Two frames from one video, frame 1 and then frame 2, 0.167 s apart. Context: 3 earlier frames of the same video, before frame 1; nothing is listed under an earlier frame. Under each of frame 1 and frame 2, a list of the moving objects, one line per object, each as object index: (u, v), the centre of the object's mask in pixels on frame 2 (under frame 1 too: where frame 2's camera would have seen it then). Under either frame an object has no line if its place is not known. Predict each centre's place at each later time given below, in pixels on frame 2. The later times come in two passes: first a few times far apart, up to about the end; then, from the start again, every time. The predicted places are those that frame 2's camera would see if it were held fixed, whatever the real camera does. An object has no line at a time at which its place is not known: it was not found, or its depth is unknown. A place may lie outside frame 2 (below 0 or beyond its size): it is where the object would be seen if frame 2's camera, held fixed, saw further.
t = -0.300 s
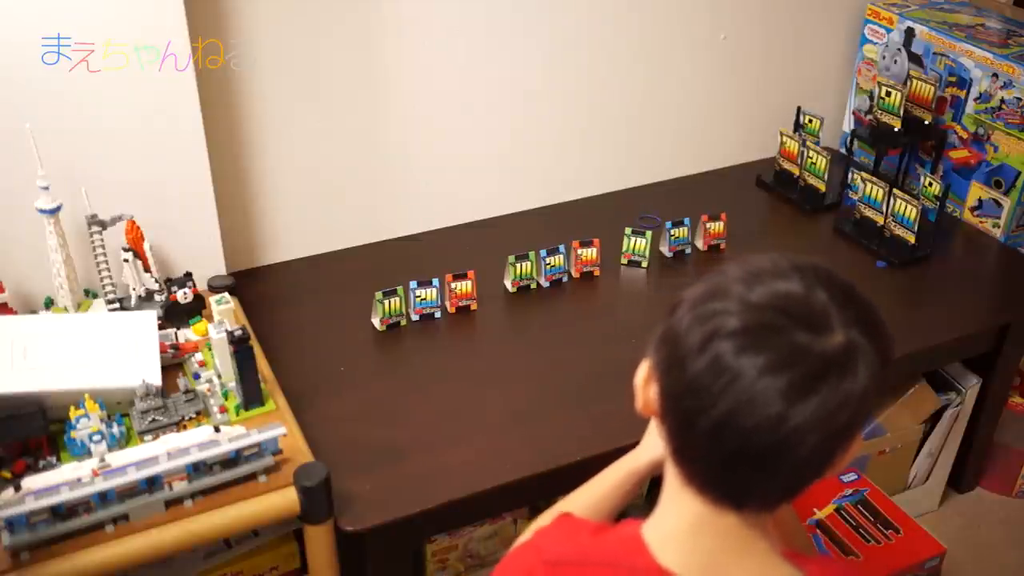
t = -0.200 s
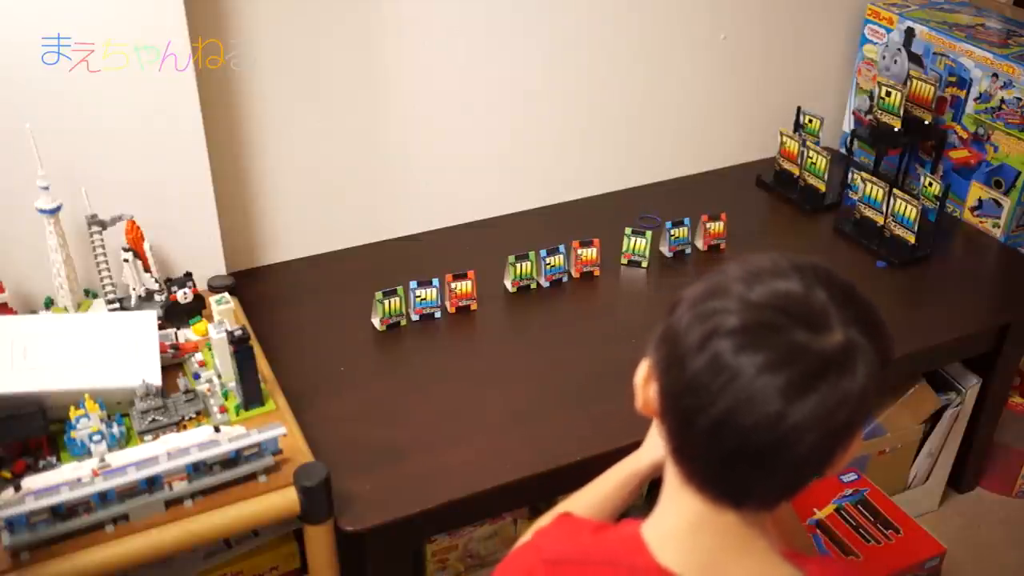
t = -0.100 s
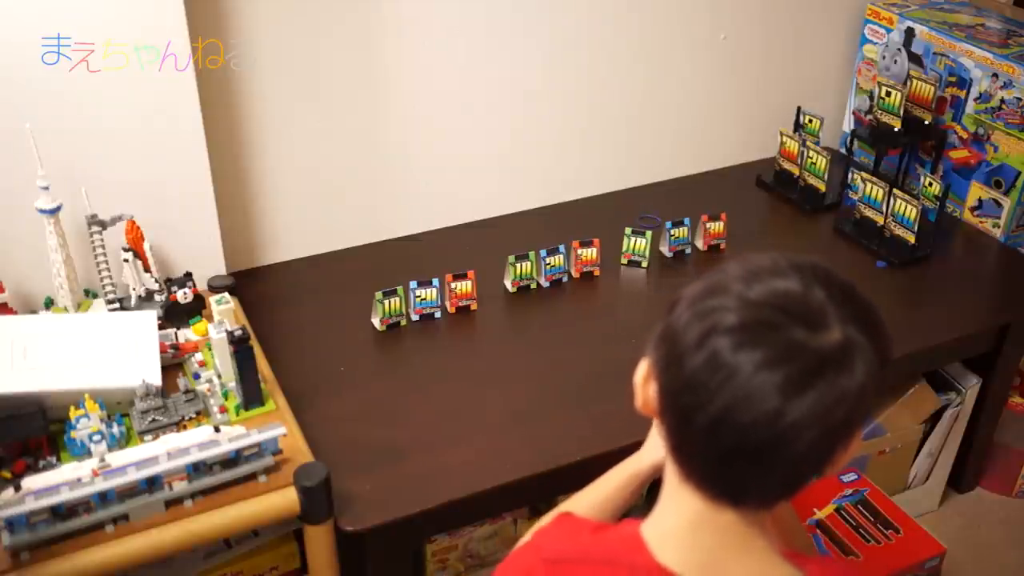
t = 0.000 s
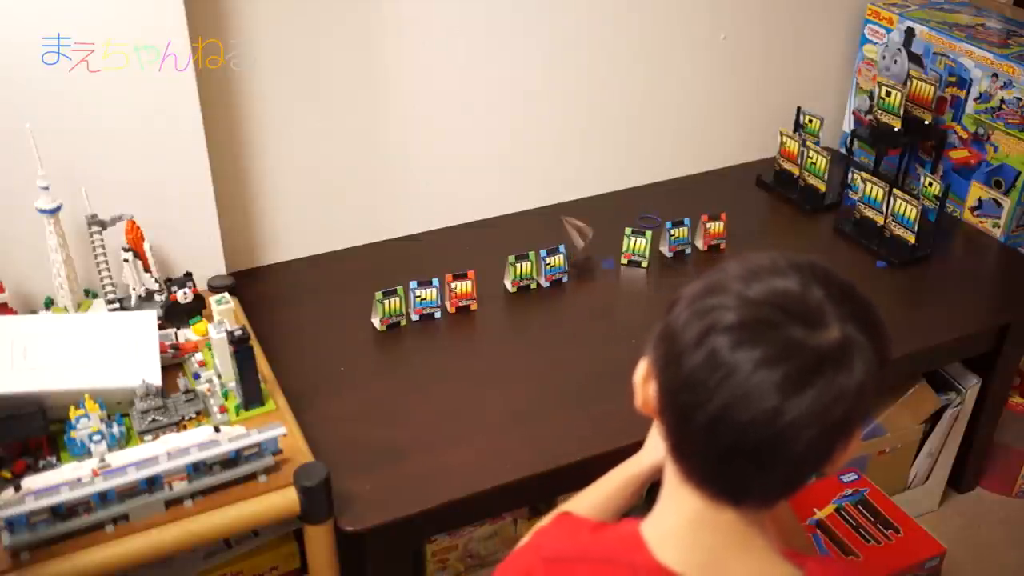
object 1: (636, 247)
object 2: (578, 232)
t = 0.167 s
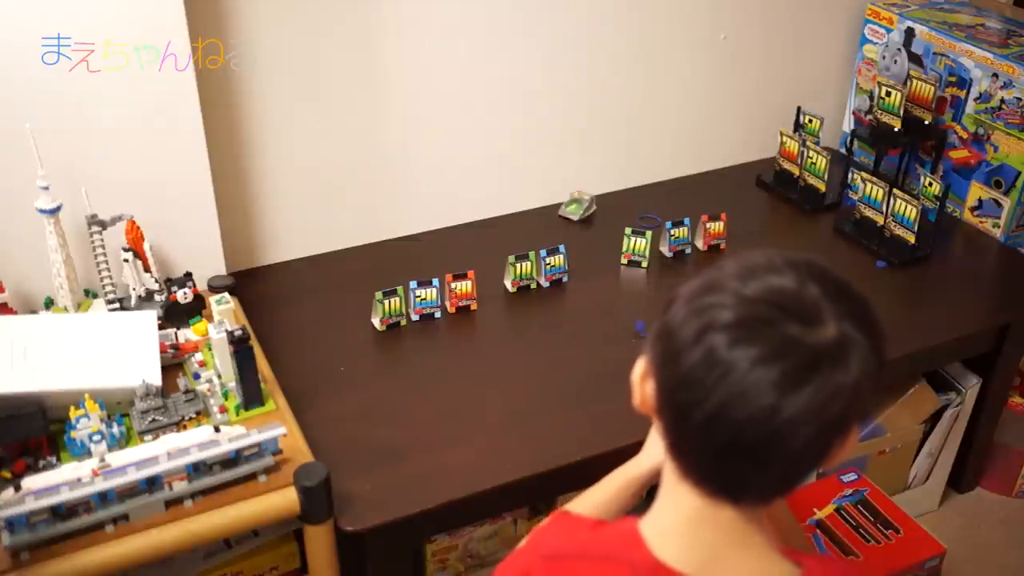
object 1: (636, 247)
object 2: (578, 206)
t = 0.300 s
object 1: (636, 247)
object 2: (597, 202)
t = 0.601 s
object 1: (636, 247)
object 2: (605, 204)
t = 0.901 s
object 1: (636, 247)
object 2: (604, 204)
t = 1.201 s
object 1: (634, 236)
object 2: (604, 204)
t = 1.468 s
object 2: (604, 204)
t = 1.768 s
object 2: (604, 204)
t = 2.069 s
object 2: (604, 204)
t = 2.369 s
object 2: (604, 204)
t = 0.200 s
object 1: (636, 247)
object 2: (581, 198)
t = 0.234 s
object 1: (636, 247)
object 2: (588, 197)
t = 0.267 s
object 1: (636, 247)
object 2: (592, 200)
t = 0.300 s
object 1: (636, 247)
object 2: (597, 202)
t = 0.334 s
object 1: (636, 247)
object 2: (600, 203)
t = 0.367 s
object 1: (636, 247)
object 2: (602, 203)
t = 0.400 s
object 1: (636, 247)
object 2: (604, 203)
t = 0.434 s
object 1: (636, 247)
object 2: (605, 203)
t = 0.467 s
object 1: (636, 247)
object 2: (605, 204)
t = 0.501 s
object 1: (636, 247)
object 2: (605, 204)
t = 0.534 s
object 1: (636, 247)
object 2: (605, 204)
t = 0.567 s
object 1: (636, 247)
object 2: (605, 204)
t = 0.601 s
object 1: (636, 247)
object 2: (605, 204)
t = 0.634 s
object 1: (636, 247)
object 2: (605, 204)
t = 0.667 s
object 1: (636, 247)
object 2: (605, 204)
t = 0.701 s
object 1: (636, 247)
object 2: (605, 204)
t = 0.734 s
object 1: (636, 247)
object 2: (604, 204)
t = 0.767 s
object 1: (636, 247)
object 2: (605, 204)
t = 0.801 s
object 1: (636, 247)
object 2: (604, 204)
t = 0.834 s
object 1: (636, 247)
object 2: (605, 204)
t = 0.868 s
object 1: (636, 247)
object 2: (604, 204)
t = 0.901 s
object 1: (636, 247)
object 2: (604, 204)
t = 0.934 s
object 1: (636, 247)
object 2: (604, 204)
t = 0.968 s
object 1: (636, 247)
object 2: (604, 204)
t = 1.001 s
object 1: (635, 245)
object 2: (604, 204)
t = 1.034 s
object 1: (635, 243)
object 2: (605, 204)
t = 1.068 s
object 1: (636, 240)
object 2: (604, 204)
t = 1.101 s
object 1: (635, 240)
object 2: (604, 204)
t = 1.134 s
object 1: (636, 240)
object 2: (604, 204)
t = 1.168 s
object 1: (635, 239)
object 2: (604, 204)
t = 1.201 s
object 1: (634, 236)
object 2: (604, 204)
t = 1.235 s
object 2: (604, 204)
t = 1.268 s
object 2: (604, 204)
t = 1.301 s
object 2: (604, 204)
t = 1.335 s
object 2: (604, 204)
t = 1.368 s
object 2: (604, 204)
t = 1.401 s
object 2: (604, 204)
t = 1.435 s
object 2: (604, 204)
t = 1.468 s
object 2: (604, 204)
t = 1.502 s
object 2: (604, 204)
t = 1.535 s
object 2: (604, 204)
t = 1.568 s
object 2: (604, 204)
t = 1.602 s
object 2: (604, 204)
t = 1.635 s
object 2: (604, 204)
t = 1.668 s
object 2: (604, 204)
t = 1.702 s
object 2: (604, 204)
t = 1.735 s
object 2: (604, 204)
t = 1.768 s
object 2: (604, 204)
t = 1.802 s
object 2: (605, 204)
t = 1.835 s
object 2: (604, 204)
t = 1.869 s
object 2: (604, 204)
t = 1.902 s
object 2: (604, 204)
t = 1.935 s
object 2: (604, 204)
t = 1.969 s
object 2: (604, 204)
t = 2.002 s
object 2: (604, 204)
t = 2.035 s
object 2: (604, 204)
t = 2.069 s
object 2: (604, 204)
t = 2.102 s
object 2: (604, 204)
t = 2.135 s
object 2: (604, 204)
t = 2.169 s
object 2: (604, 204)
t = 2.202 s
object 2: (604, 204)
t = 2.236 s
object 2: (604, 204)
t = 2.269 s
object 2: (604, 204)
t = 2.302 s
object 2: (604, 204)
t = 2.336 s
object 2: (604, 204)
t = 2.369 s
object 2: (604, 204)
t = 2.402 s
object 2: (605, 204)
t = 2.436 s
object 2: (605, 204)
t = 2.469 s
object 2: (605, 204)
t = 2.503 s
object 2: (604, 204)
